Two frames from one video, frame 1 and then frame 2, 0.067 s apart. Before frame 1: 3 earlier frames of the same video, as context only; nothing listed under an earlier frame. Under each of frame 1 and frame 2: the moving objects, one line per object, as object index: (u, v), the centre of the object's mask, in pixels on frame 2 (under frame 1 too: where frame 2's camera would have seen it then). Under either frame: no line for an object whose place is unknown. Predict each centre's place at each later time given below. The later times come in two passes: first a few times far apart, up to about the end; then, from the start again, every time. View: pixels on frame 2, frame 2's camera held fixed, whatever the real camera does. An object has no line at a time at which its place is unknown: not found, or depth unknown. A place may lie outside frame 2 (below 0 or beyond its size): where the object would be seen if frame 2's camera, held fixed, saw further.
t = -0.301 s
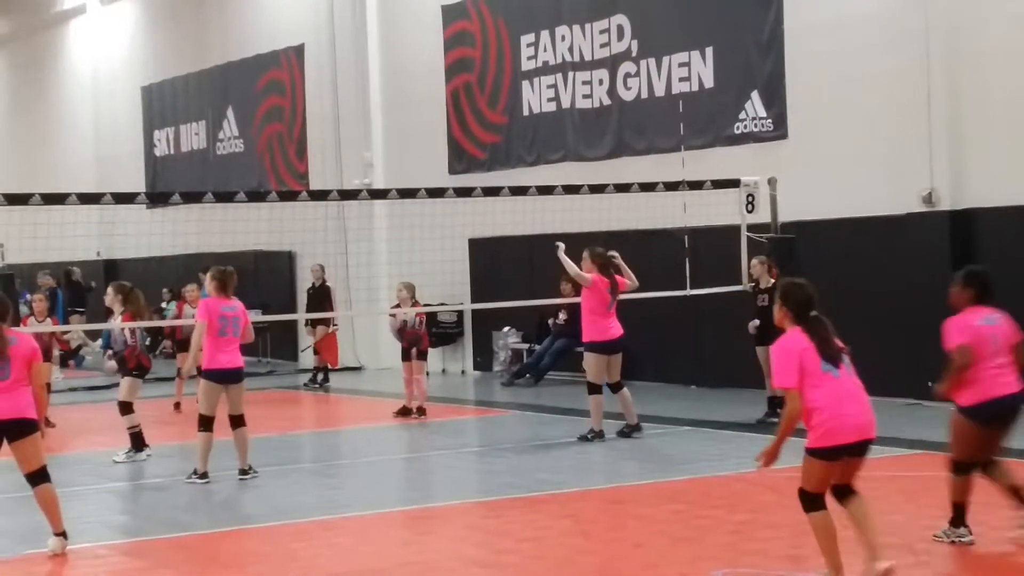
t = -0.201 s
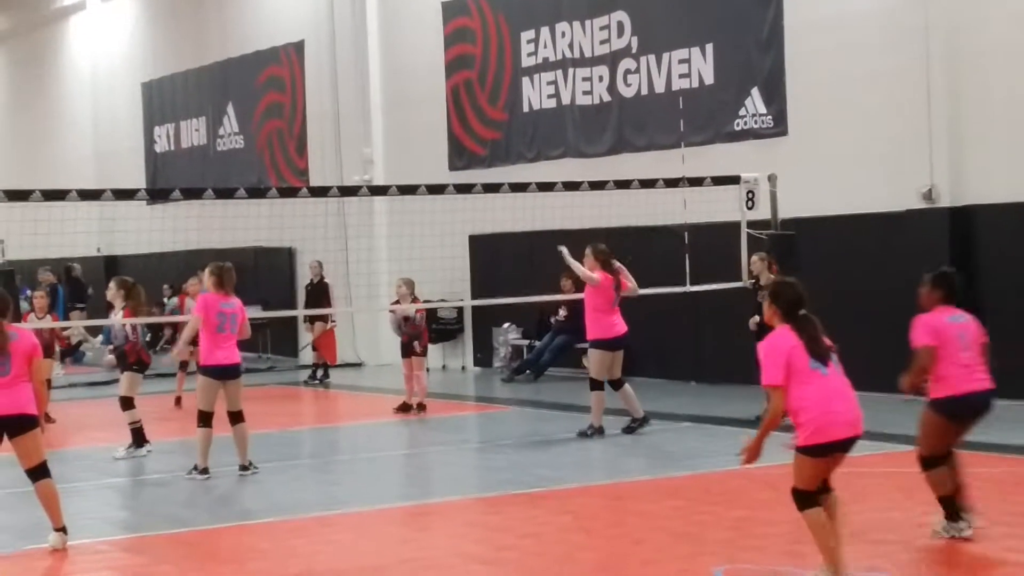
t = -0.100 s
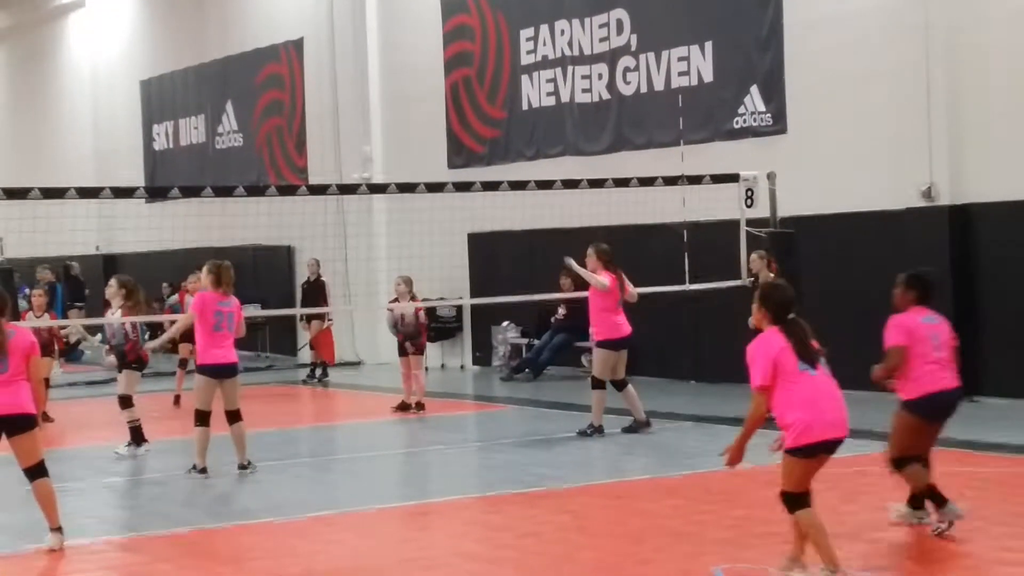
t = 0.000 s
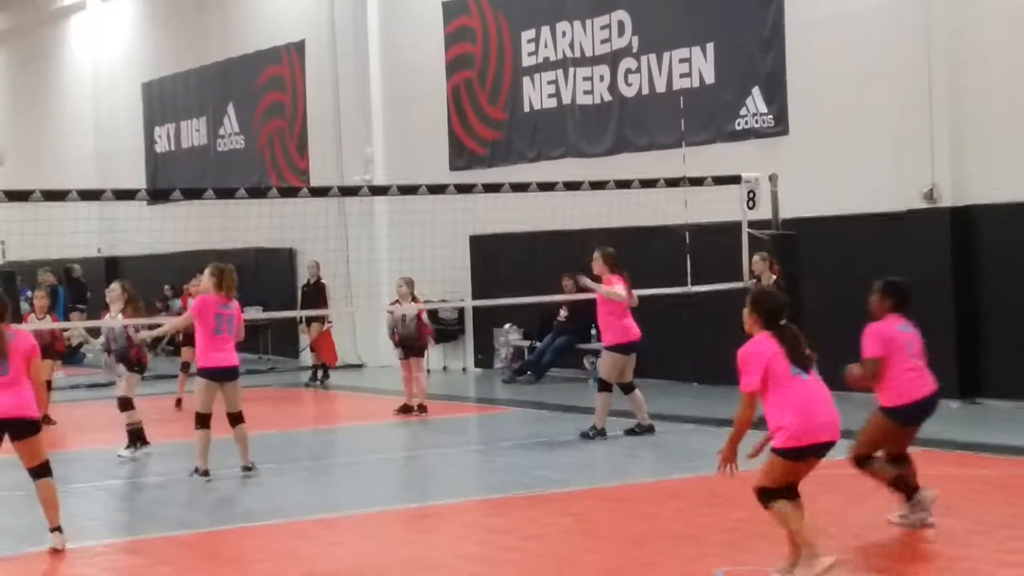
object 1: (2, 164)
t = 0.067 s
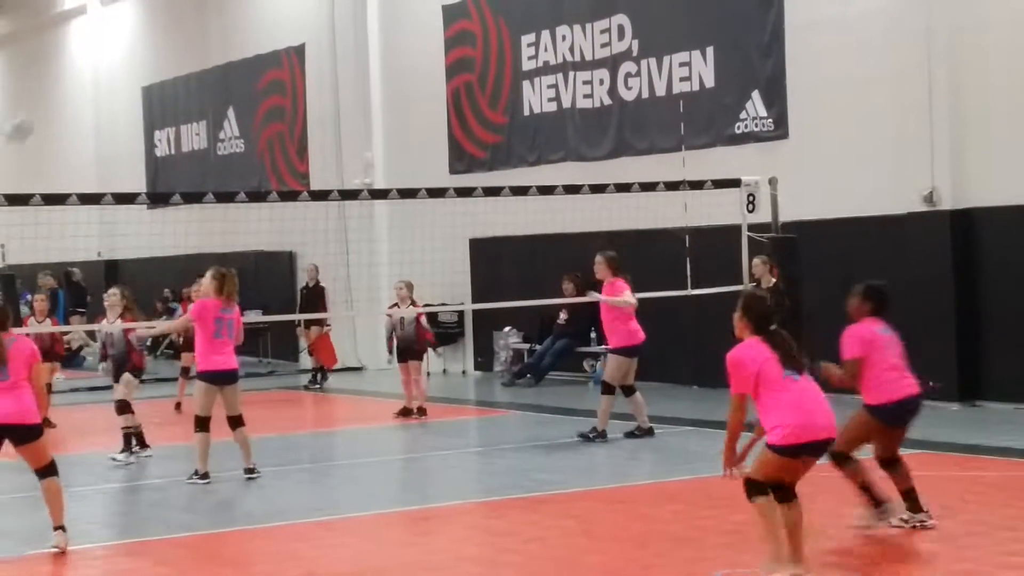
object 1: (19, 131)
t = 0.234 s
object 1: (99, 56)
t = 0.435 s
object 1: (196, 17)
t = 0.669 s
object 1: (329, 39)
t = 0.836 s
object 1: (435, 112)
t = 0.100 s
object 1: (34, 112)
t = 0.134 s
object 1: (49, 97)
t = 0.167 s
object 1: (67, 81)
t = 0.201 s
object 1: (84, 67)
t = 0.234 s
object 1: (99, 56)
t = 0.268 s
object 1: (114, 47)
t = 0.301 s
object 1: (131, 37)
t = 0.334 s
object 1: (146, 31)
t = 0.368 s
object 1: (163, 25)
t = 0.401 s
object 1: (181, 19)
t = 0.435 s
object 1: (196, 17)
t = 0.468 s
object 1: (215, 17)
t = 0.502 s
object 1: (233, 19)
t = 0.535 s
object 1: (252, 21)
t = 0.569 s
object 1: (272, 23)
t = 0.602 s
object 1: (292, 27)
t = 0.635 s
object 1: (310, 31)
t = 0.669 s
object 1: (329, 39)
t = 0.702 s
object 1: (349, 50)
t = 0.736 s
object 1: (372, 64)
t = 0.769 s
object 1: (393, 79)
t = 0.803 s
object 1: (413, 95)
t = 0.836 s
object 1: (435, 112)
